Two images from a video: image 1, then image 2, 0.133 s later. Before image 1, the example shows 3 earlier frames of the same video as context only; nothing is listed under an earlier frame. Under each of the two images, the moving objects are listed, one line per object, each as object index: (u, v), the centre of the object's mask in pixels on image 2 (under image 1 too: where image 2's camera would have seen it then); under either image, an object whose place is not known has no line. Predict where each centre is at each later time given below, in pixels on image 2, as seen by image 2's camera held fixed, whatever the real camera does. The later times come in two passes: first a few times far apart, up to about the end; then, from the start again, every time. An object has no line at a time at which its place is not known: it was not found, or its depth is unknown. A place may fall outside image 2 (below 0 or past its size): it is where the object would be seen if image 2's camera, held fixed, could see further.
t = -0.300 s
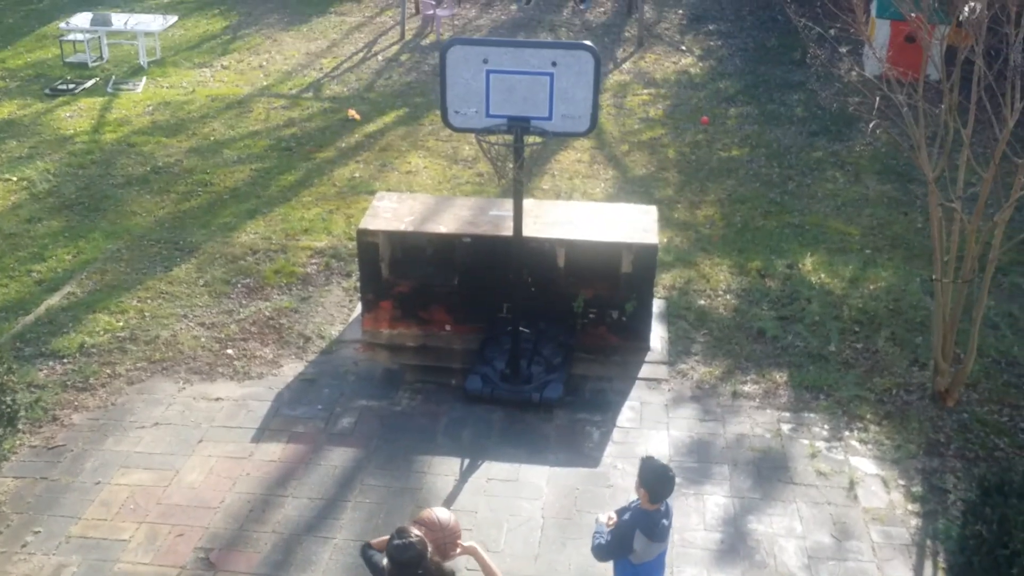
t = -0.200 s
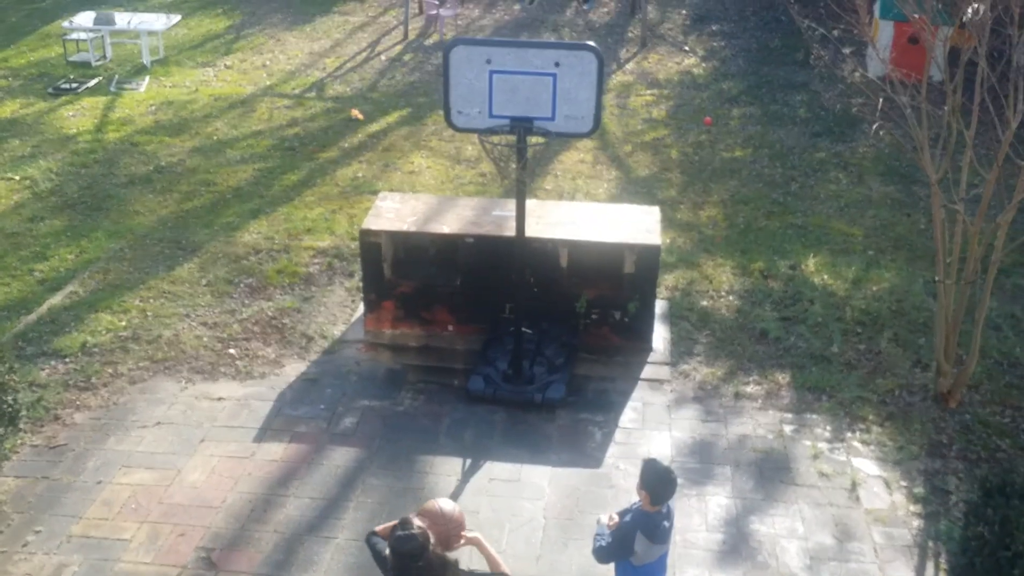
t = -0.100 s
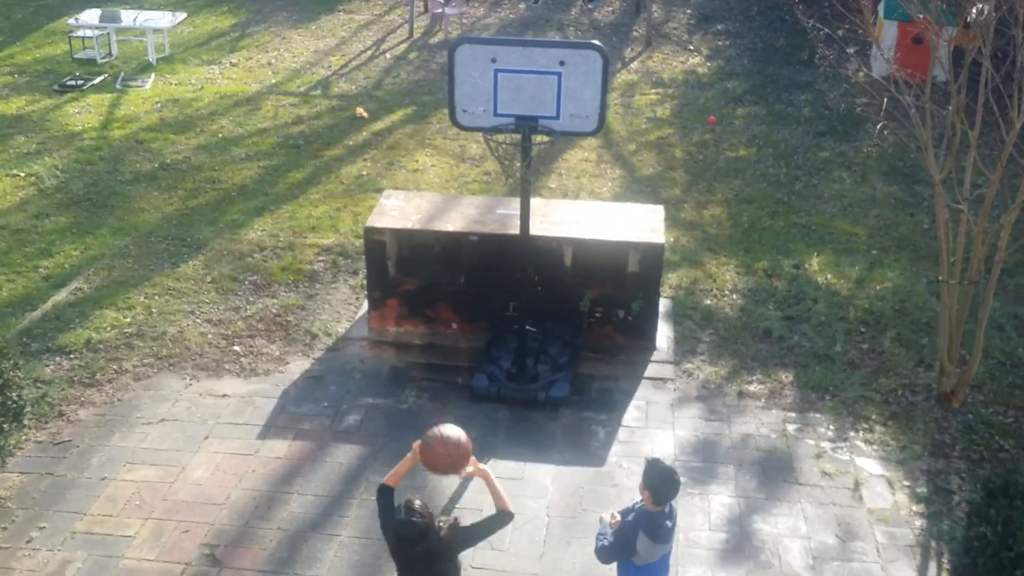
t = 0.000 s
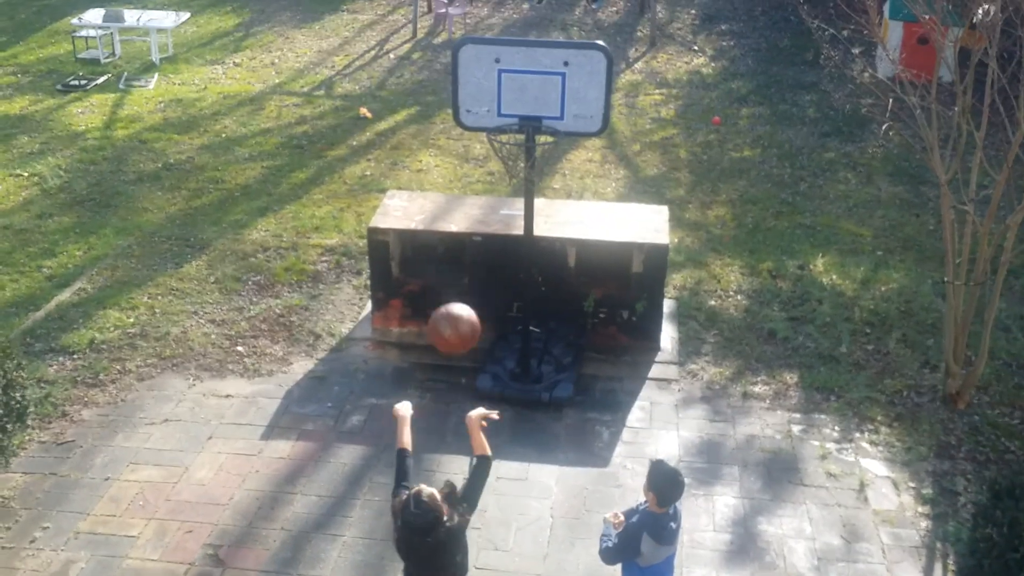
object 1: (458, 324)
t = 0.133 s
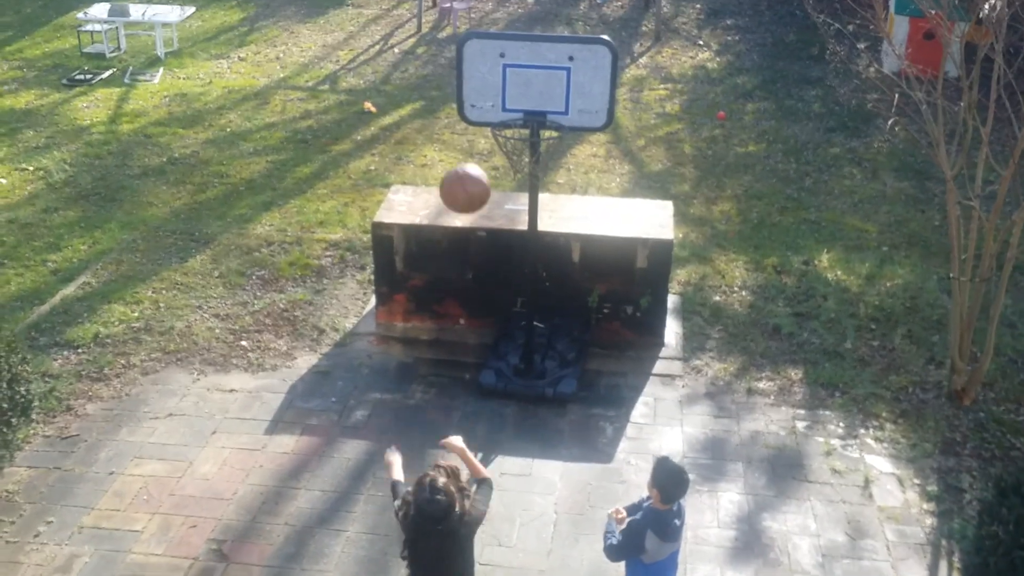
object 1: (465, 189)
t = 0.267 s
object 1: (472, 93)
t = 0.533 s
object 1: (486, 19)
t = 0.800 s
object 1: (498, 77)
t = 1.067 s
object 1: (474, 82)
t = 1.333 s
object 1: (430, 103)
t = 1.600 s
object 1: (389, 234)
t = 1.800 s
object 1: (367, 384)
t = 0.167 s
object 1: (467, 161)
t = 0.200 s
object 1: (469, 136)
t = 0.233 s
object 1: (471, 113)
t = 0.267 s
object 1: (472, 93)
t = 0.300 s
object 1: (474, 74)
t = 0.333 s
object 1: (476, 59)
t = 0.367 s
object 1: (479, 45)
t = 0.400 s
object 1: (480, 35)
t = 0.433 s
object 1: (481, 27)
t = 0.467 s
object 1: (483, 22)
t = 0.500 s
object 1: (484, 20)
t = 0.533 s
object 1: (486, 19)
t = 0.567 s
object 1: (488, 19)
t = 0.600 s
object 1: (489, 21)
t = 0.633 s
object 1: (490, 25)
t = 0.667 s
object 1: (492, 32)
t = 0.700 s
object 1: (493, 41)
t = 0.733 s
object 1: (495, 51)
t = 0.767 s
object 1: (496, 63)
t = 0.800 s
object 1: (498, 77)
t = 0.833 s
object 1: (499, 92)
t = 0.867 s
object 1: (500, 109)
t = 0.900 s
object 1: (501, 124)
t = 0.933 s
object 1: (496, 114)
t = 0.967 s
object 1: (490, 103)
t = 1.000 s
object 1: (485, 94)
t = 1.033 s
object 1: (479, 88)
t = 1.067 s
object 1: (474, 82)
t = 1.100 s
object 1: (468, 79)
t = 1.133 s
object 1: (463, 77)
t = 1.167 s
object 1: (457, 77)
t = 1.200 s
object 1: (452, 78)
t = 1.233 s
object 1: (446, 82)
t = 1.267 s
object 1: (441, 87)
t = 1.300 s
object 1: (436, 94)
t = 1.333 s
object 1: (430, 103)
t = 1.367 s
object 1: (425, 114)
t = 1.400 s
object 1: (419, 126)
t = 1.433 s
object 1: (414, 141)
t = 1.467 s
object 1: (409, 156)
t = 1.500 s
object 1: (403, 174)
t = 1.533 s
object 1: (399, 192)
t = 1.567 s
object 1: (395, 212)
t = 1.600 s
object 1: (389, 234)
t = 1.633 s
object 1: (387, 256)
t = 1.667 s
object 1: (383, 278)
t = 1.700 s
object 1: (378, 303)
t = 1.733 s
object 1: (374, 330)
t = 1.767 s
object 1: (371, 356)
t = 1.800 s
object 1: (367, 384)
